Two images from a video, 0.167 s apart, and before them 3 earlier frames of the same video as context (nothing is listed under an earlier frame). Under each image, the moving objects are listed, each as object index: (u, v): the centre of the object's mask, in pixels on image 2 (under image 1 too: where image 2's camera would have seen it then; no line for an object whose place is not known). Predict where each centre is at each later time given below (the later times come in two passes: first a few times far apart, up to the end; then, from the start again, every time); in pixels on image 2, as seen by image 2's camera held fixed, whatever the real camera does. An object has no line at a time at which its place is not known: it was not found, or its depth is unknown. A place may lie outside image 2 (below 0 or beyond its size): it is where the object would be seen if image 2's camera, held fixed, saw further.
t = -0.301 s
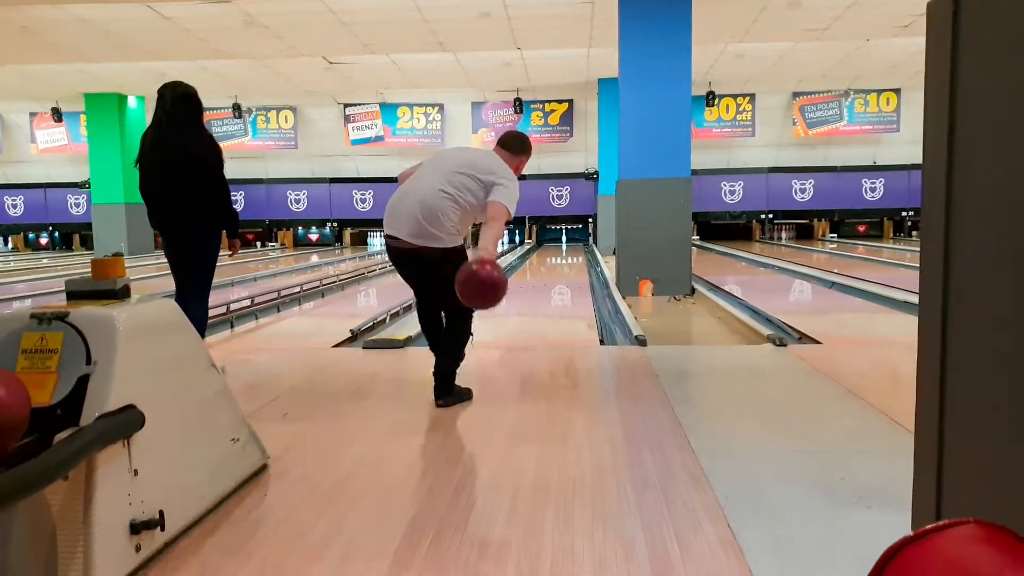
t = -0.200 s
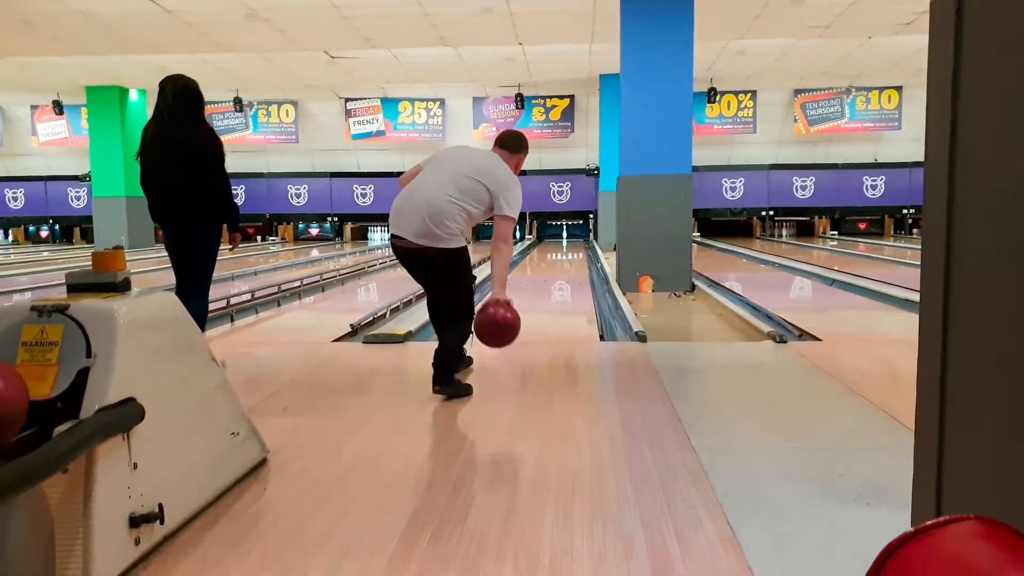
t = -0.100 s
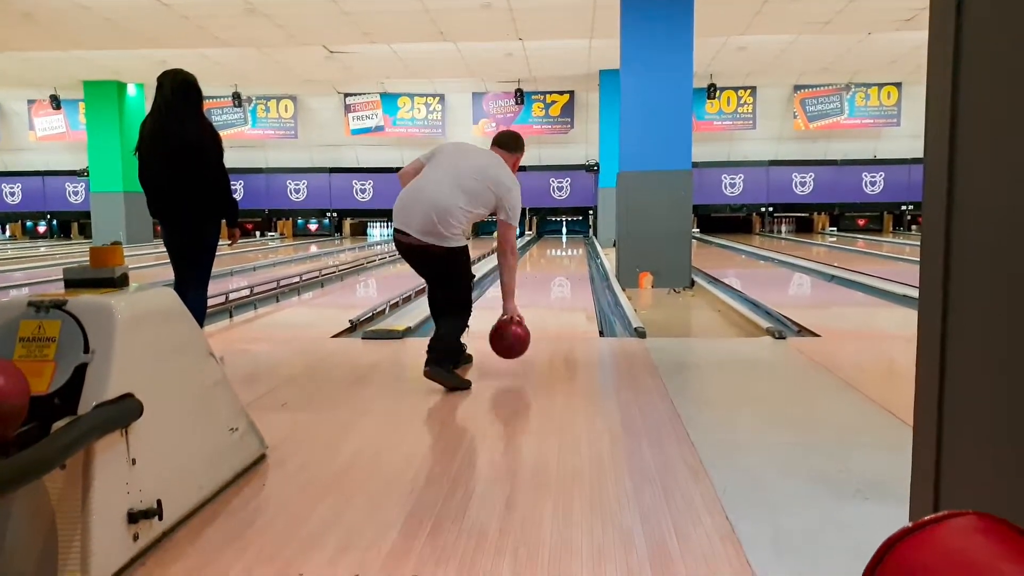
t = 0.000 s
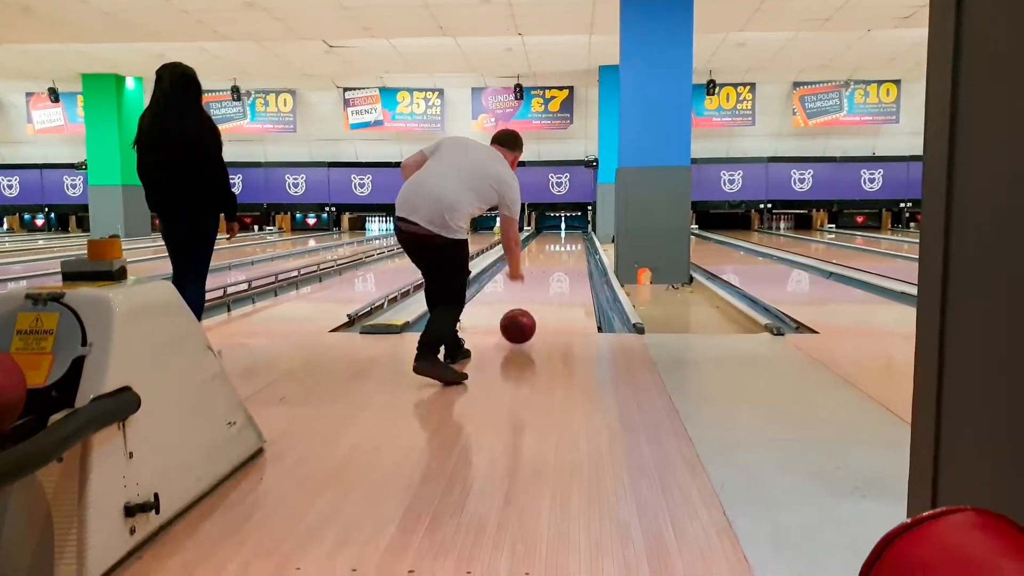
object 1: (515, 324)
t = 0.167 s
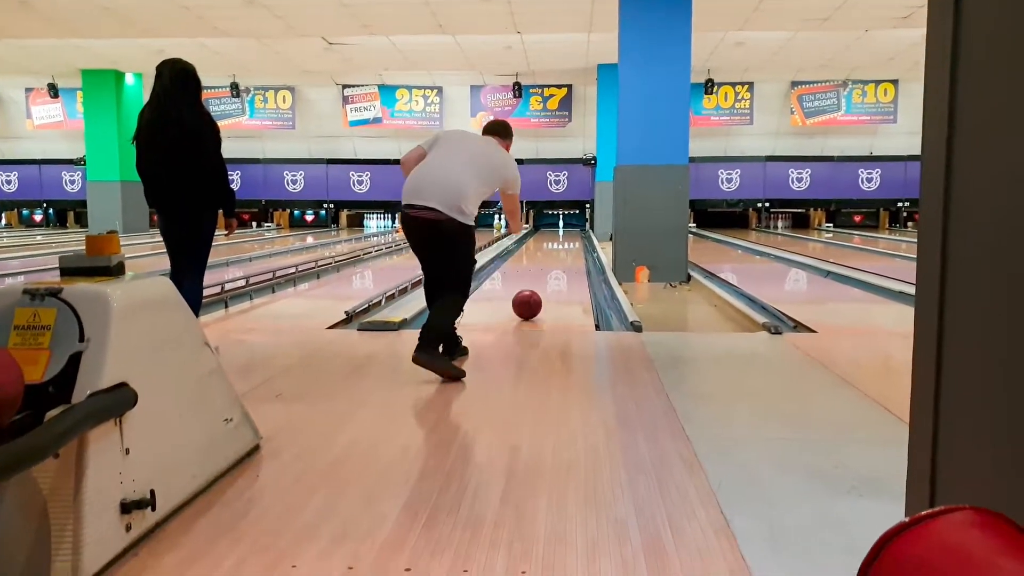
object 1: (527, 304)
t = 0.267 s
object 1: (532, 294)
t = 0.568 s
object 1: (542, 274)
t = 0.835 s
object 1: (547, 262)
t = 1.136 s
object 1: (551, 252)
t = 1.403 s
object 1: (553, 247)
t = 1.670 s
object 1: (555, 242)
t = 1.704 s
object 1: (555, 241)
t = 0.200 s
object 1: (529, 301)
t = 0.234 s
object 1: (530, 297)
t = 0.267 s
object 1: (532, 294)
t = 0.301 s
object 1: (533, 291)
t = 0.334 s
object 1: (535, 289)
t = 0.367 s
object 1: (536, 286)
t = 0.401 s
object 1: (537, 284)
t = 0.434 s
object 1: (538, 282)
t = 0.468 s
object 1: (539, 279)
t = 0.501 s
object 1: (540, 278)
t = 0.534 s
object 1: (541, 276)
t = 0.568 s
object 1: (542, 274)
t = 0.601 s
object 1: (543, 272)
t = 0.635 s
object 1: (543, 270)
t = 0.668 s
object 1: (544, 269)
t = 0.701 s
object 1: (545, 267)
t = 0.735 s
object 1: (545, 266)
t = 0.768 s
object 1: (546, 264)
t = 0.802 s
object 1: (547, 263)
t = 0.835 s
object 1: (547, 262)
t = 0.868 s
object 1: (548, 261)
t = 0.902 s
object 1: (548, 260)
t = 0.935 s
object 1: (549, 258)
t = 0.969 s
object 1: (549, 257)
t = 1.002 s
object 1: (550, 256)
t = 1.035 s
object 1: (550, 255)
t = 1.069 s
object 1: (551, 254)
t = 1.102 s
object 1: (551, 253)
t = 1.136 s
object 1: (551, 252)
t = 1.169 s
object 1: (552, 252)
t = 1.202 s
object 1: (552, 251)
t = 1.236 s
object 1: (552, 250)
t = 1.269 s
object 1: (552, 249)
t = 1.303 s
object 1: (552, 249)
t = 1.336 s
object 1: (553, 248)
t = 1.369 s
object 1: (553, 247)
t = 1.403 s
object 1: (553, 247)
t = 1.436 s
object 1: (554, 246)
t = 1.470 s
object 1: (554, 246)
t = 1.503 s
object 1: (554, 245)
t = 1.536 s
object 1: (554, 245)
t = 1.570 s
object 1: (554, 244)
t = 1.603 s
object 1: (554, 243)
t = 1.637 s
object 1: (554, 242)
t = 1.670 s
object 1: (555, 242)
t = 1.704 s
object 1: (555, 241)
